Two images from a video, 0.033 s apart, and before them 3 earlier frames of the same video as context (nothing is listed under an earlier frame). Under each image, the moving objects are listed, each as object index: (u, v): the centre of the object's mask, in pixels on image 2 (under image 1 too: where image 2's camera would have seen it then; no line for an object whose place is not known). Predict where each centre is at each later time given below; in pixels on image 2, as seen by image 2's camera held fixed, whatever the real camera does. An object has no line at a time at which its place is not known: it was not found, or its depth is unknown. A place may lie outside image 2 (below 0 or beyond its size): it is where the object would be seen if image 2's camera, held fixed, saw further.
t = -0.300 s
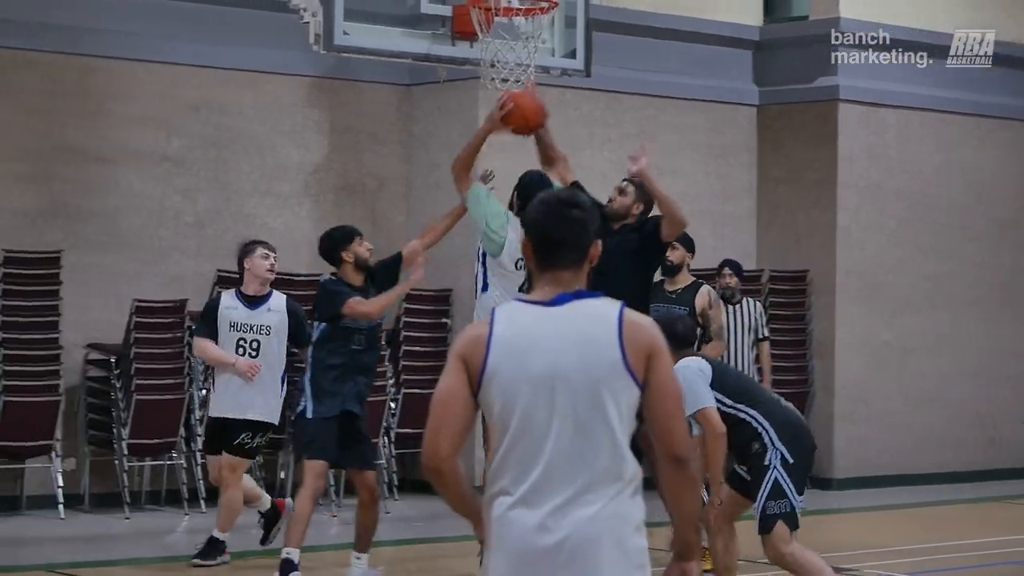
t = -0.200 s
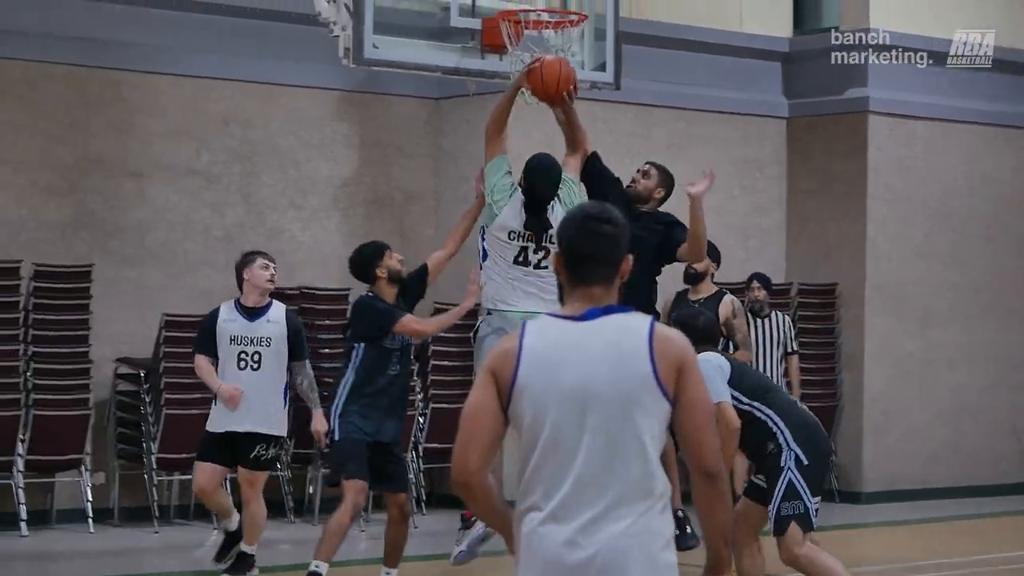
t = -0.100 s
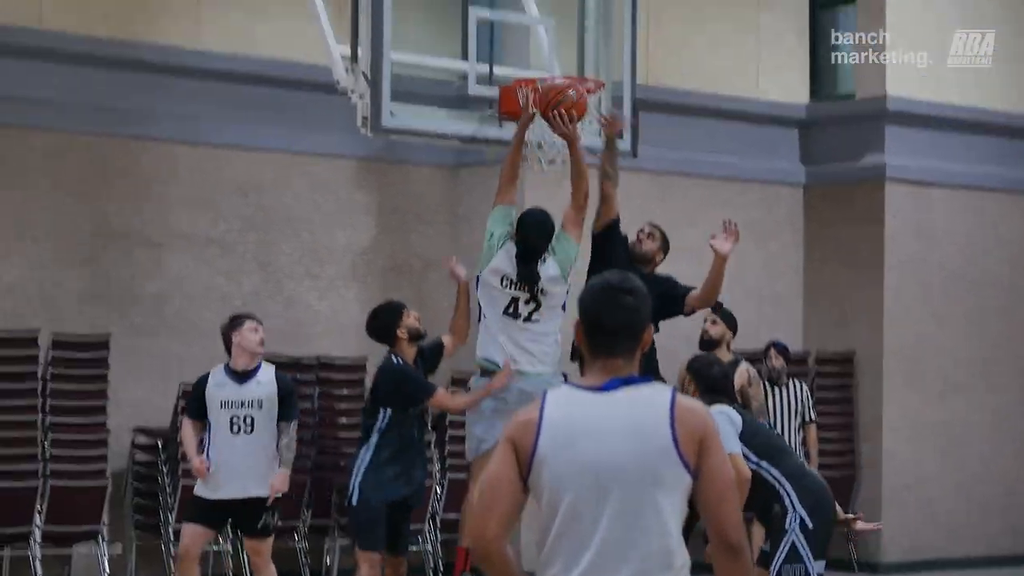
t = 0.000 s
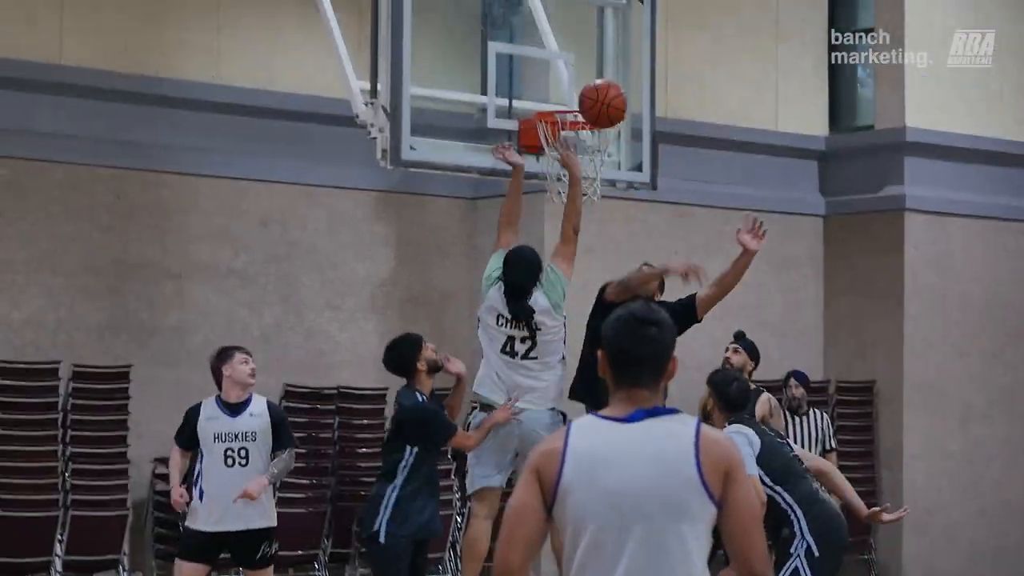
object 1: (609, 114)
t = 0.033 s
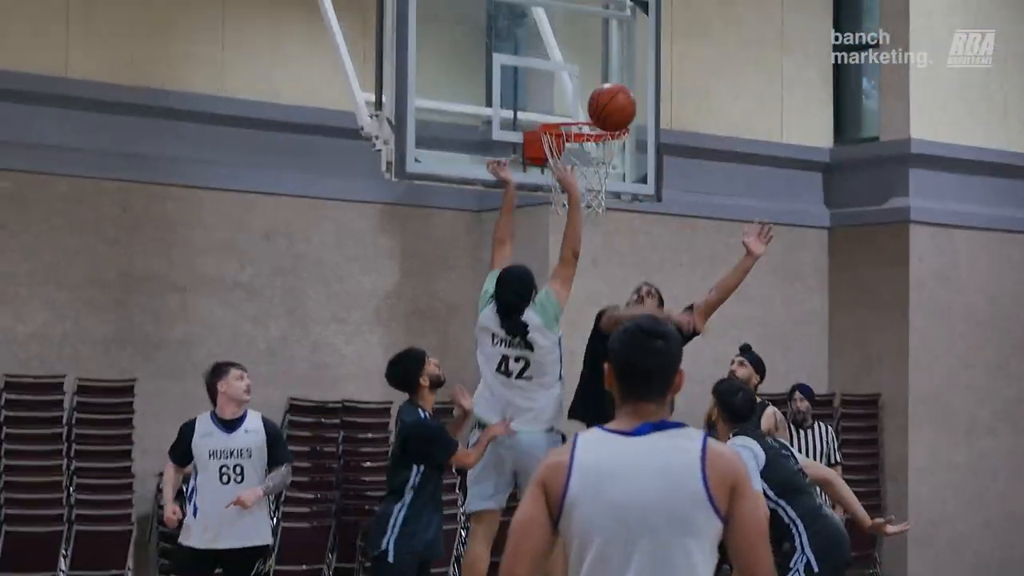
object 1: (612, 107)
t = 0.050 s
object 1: (614, 104)
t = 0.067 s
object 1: (616, 101)
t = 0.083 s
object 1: (618, 99)
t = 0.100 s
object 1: (621, 97)
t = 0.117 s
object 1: (623, 96)
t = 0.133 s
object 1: (625, 95)
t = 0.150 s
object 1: (628, 95)
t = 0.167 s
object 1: (630, 95)
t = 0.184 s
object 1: (633, 96)
